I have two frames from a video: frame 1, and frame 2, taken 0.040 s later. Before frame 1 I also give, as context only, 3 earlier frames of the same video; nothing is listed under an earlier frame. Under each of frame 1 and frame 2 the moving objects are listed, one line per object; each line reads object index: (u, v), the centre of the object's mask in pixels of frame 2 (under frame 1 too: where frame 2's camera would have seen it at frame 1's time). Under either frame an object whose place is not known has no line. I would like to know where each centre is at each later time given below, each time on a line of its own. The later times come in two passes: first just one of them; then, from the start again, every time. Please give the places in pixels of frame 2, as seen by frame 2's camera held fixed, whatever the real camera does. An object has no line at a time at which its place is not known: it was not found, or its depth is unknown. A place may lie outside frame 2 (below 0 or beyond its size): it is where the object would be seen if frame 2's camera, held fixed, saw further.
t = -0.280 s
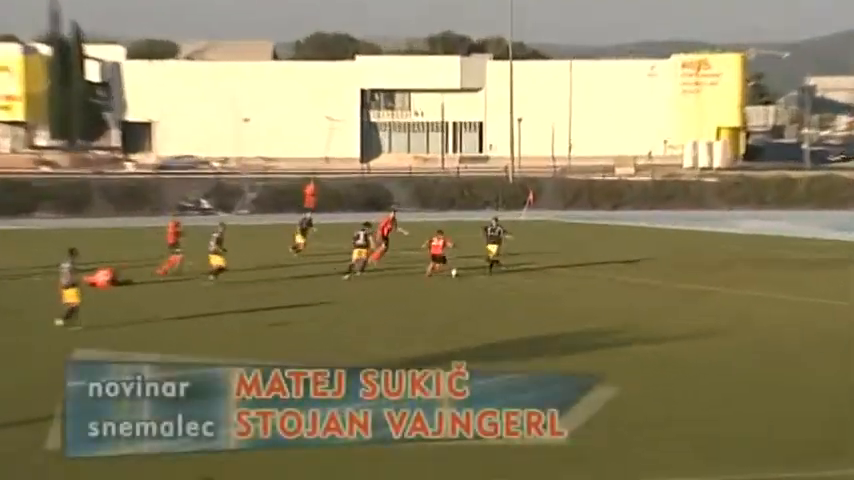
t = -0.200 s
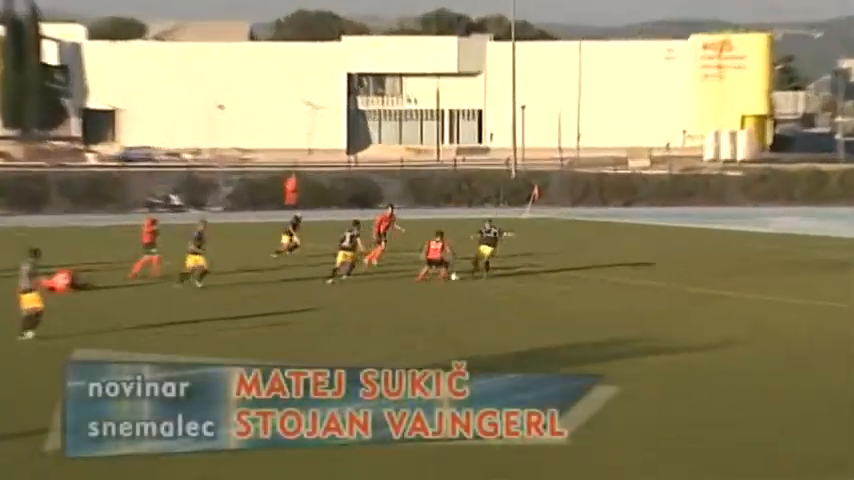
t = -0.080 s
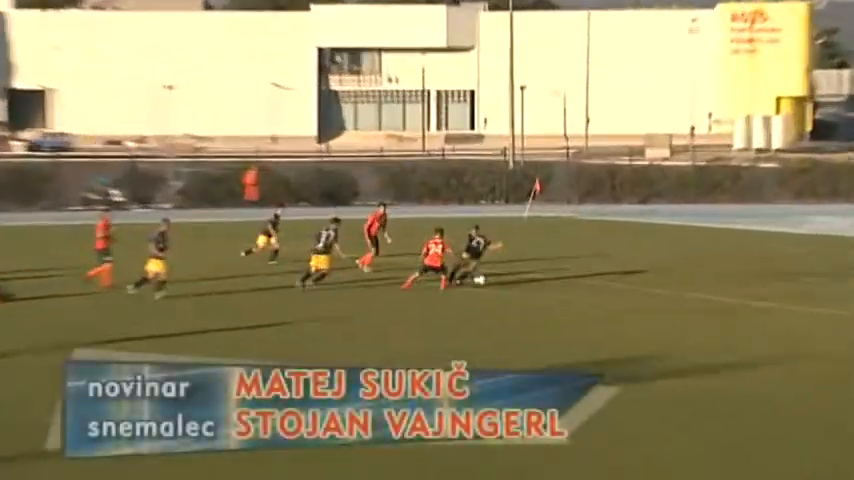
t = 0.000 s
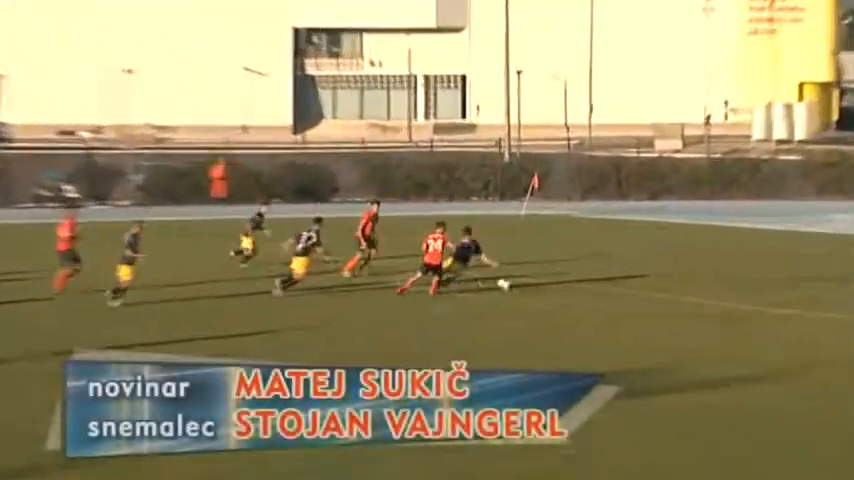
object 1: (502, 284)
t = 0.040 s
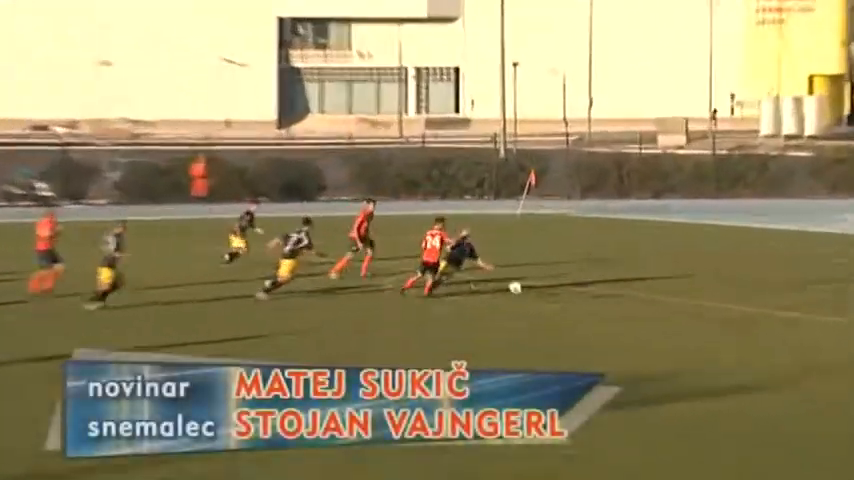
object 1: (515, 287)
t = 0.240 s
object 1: (552, 299)
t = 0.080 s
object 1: (527, 291)
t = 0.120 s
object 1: (538, 296)
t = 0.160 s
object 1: (546, 300)
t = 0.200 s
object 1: (549, 299)
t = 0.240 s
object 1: (552, 299)
